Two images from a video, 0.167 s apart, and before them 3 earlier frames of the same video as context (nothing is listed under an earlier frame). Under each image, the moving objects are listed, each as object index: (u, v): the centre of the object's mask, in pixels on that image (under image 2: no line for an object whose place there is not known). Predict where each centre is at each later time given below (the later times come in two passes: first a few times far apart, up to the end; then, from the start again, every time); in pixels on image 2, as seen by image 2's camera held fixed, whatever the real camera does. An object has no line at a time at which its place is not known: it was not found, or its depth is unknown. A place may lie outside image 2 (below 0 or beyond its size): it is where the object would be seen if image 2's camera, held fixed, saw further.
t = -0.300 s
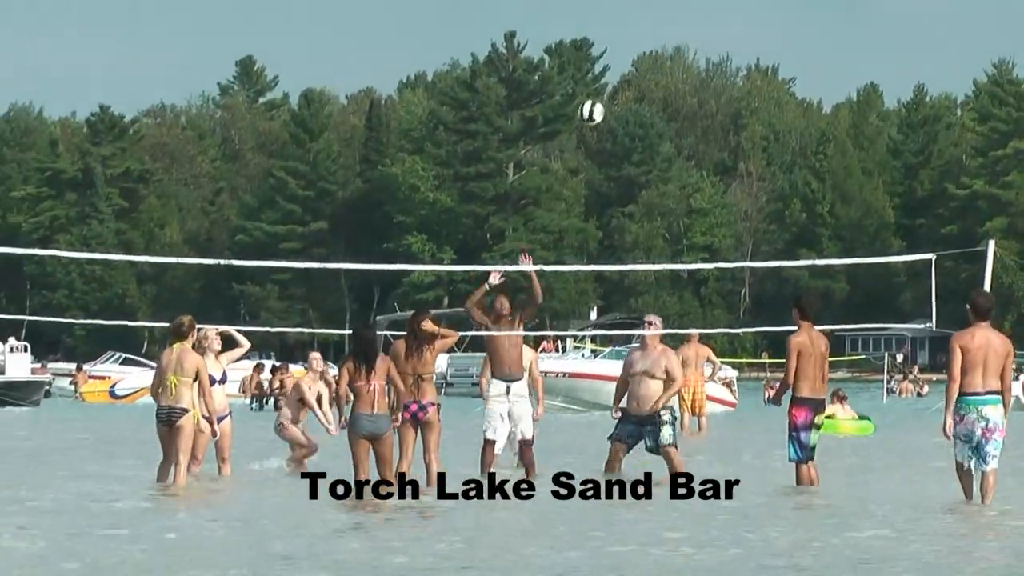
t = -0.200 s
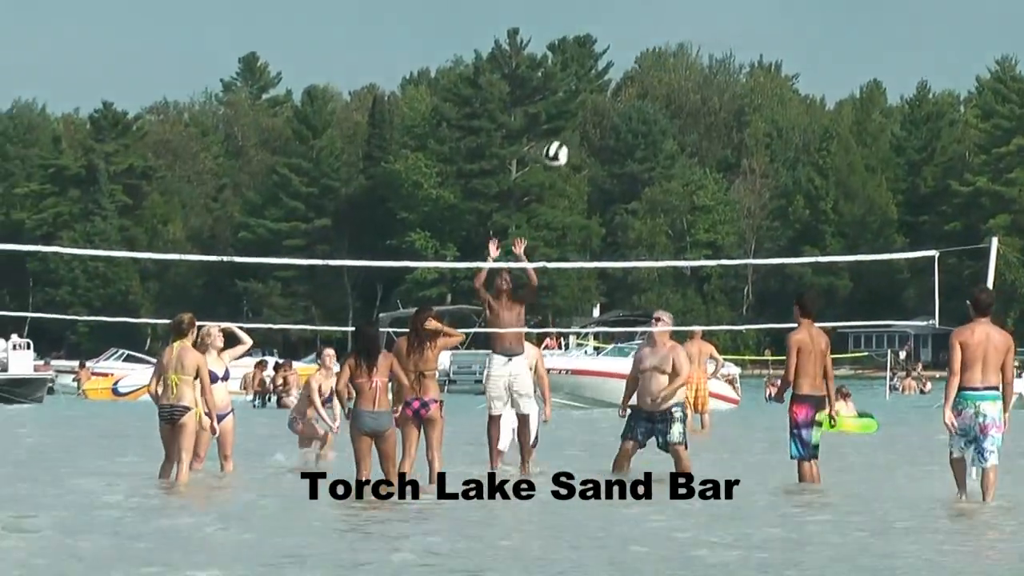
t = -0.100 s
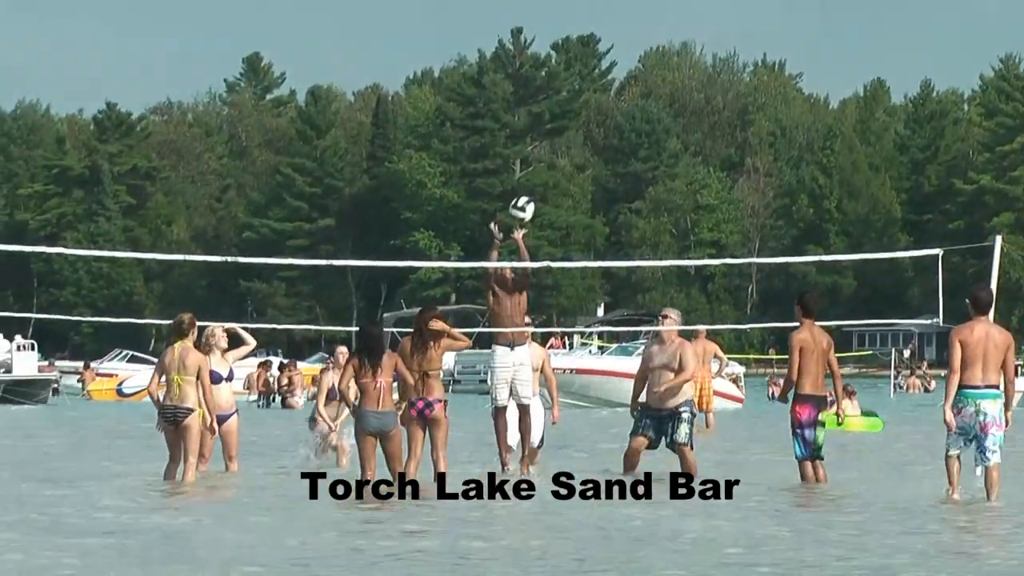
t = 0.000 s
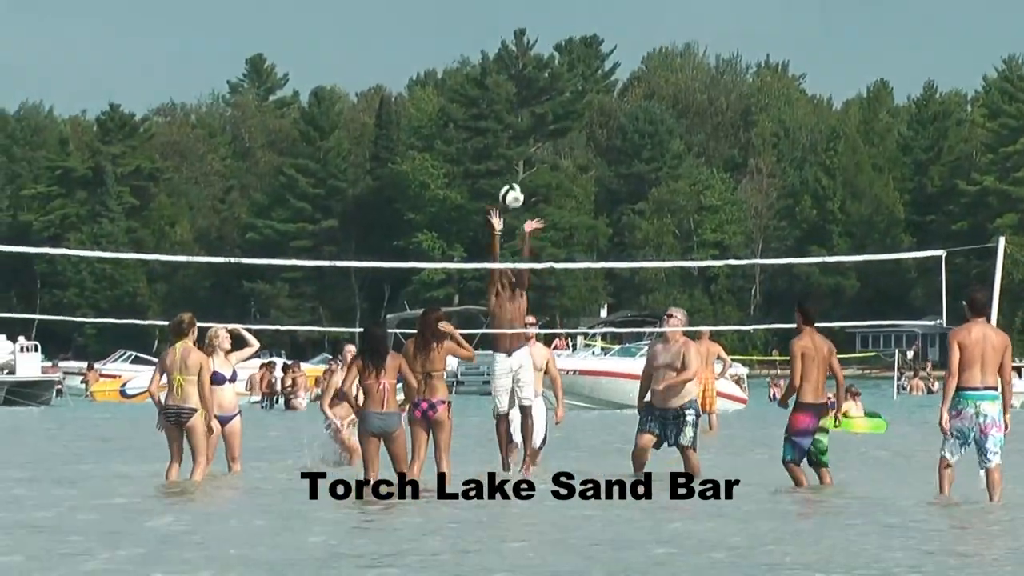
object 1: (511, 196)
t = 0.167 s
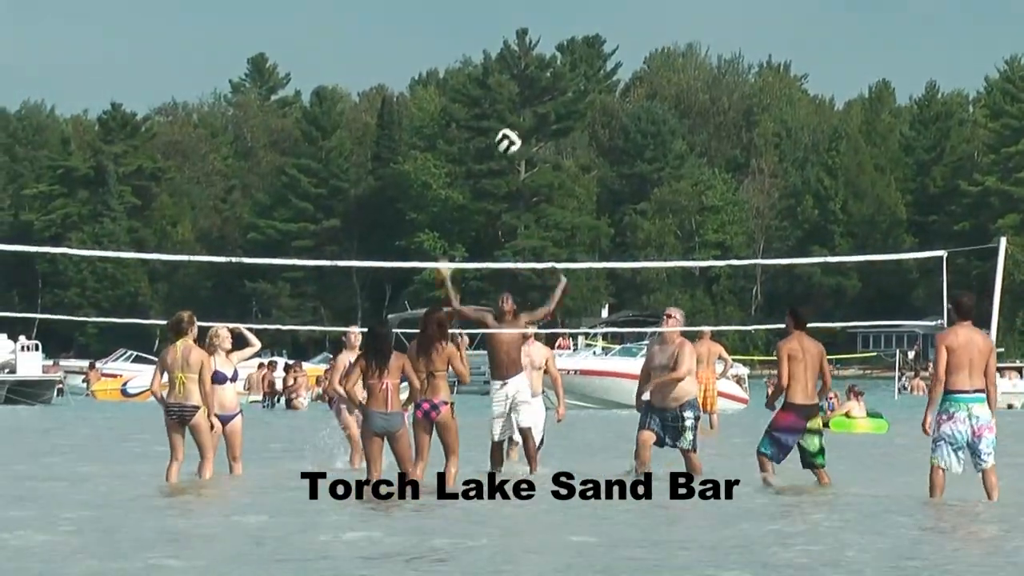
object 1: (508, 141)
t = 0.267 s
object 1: (506, 123)
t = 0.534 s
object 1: (497, 132)
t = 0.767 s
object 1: (487, 212)
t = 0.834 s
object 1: (484, 247)
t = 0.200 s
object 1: (507, 134)
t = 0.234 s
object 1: (507, 127)
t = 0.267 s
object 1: (506, 123)
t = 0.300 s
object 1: (504, 120)
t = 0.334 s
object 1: (503, 118)
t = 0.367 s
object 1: (502, 117)
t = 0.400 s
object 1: (501, 118)
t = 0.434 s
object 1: (500, 119)
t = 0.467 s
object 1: (499, 123)
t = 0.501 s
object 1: (498, 126)
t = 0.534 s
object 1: (497, 132)
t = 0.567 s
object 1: (496, 140)
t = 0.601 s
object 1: (494, 149)
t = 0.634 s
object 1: (493, 158)
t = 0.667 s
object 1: (492, 169)
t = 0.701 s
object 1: (490, 182)
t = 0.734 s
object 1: (489, 196)
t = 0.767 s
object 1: (487, 212)
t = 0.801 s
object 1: (485, 228)
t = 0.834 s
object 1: (484, 247)
